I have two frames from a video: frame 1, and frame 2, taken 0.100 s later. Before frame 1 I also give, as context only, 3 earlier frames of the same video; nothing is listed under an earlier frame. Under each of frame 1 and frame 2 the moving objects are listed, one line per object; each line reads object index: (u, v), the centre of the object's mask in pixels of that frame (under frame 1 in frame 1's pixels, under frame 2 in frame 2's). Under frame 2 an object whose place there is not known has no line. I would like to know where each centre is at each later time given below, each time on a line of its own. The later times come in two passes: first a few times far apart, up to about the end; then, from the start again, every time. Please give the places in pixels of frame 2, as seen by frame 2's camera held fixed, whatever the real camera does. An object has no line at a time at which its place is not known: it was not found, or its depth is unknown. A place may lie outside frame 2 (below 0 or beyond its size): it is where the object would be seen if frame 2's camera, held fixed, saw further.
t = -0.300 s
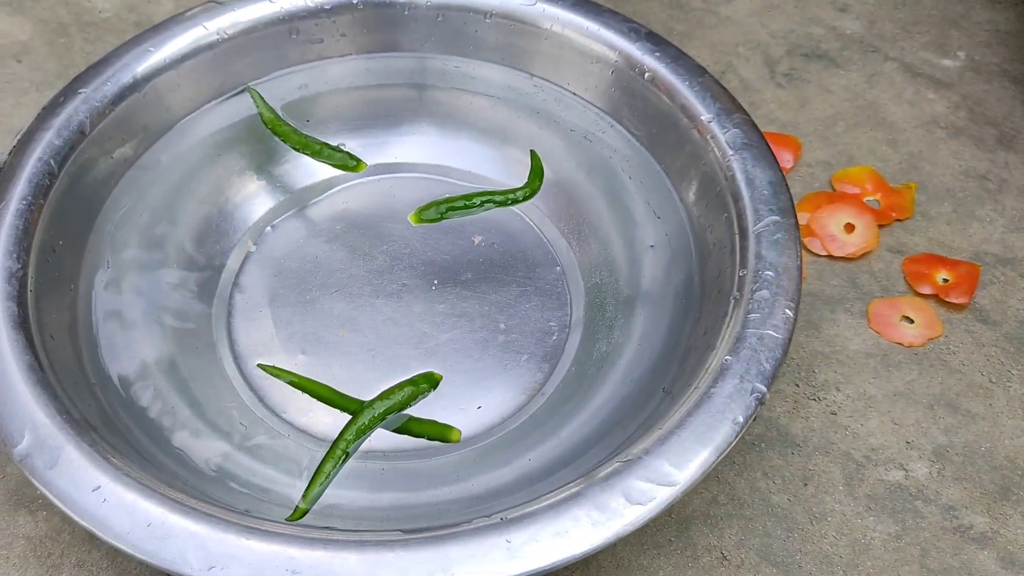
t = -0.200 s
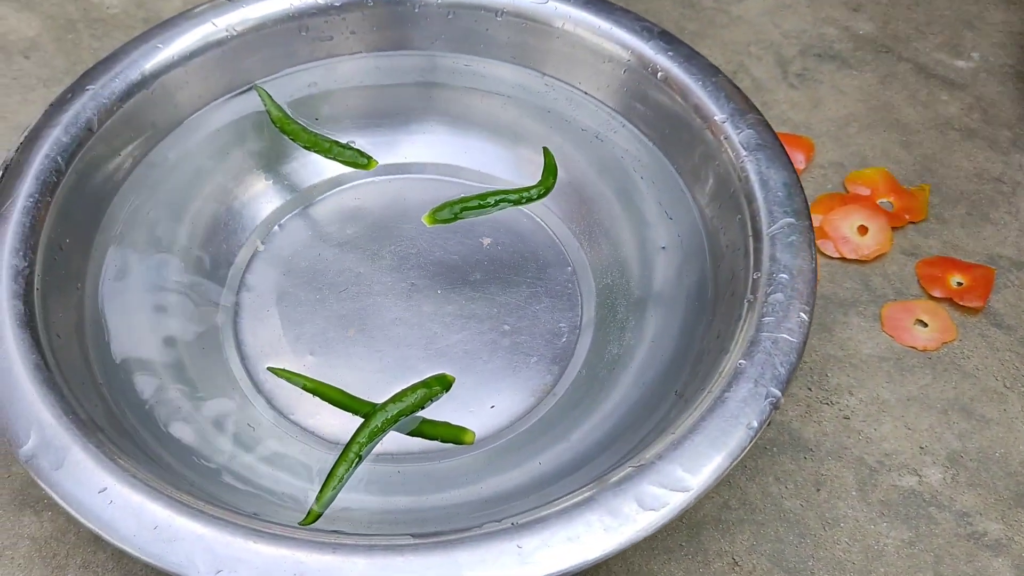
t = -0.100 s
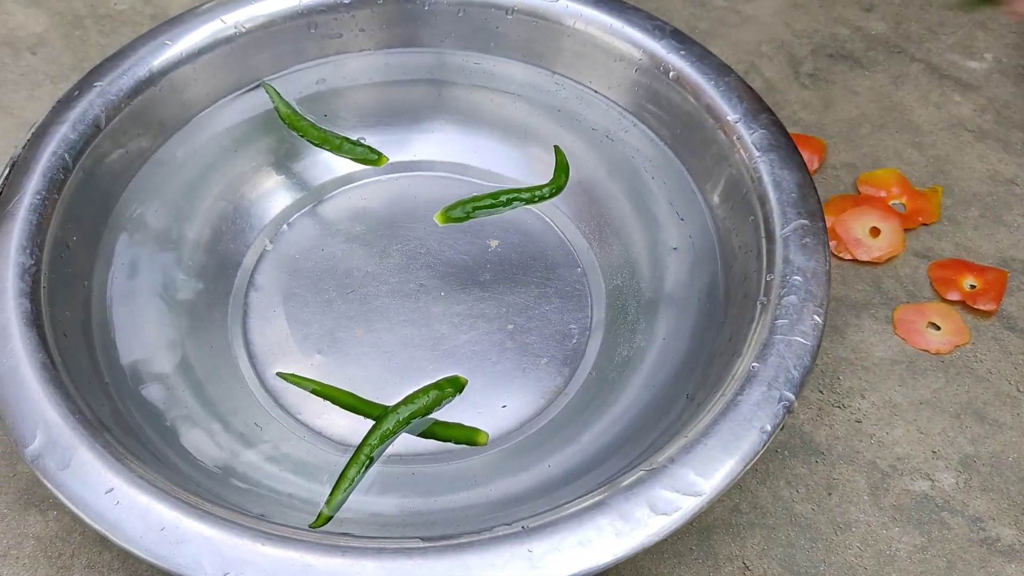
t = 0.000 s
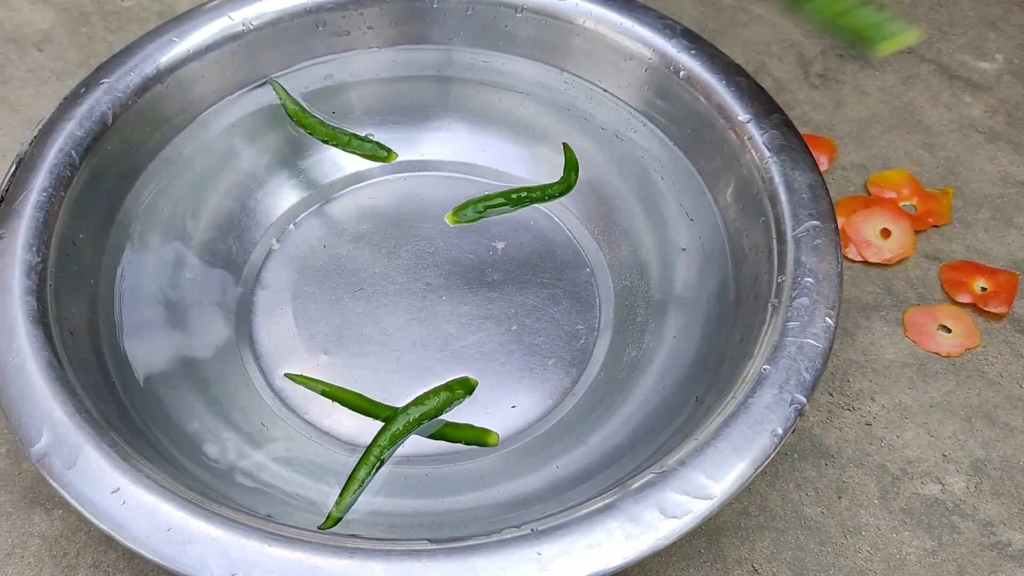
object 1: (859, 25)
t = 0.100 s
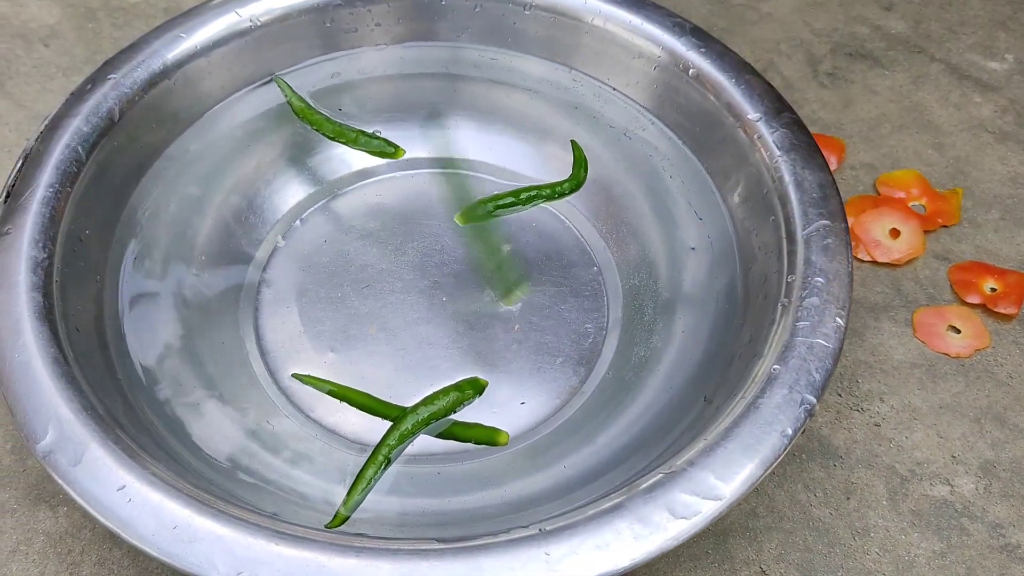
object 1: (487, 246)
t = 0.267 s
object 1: (372, 236)
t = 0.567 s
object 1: (324, 207)
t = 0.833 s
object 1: (289, 200)
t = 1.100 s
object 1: (276, 200)
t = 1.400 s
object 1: (274, 202)
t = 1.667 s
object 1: (269, 205)
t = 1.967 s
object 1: (270, 206)
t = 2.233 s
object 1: (269, 208)
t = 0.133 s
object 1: (422, 252)
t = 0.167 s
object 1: (395, 249)
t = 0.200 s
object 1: (380, 244)
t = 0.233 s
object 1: (377, 244)
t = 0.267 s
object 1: (372, 236)
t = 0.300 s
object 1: (362, 225)
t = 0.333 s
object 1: (359, 222)
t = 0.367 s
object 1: (356, 218)
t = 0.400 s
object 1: (350, 212)
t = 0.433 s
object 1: (348, 209)
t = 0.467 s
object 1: (339, 208)
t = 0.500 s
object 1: (331, 207)
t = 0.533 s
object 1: (327, 208)
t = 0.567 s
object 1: (324, 207)
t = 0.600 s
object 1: (319, 206)
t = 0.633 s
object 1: (316, 205)
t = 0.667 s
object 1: (311, 204)
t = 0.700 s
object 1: (305, 203)
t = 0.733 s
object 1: (301, 202)
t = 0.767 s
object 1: (296, 201)
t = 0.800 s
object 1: (293, 200)
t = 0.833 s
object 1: (289, 200)
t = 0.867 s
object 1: (285, 199)
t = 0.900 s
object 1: (281, 199)
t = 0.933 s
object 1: (276, 198)
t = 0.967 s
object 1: (273, 197)
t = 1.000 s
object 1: (274, 198)
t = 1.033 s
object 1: (275, 199)
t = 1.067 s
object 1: (275, 199)
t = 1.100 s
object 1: (276, 200)
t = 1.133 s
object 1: (276, 201)
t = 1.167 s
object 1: (275, 201)
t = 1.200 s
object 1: (275, 201)
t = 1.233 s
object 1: (275, 201)
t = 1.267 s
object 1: (274, 202)
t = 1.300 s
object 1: (274, 202)
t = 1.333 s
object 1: (274, 202)
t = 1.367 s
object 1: (274, 202)
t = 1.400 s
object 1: (274, 202)
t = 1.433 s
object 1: (274, 202)
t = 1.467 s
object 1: (273, 203)
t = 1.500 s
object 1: (272, 203)
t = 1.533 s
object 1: (271, 203)
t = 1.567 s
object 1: (271, 204)
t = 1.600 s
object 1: (271, 204)
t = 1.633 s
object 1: (270, 204)
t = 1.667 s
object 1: (269, 205)
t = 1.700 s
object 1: (269, 205)
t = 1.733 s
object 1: (268, 205)
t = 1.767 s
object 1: (269, 205)
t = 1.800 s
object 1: (270, 205)
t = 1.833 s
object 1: (270, 206)
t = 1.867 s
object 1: (271, 206)
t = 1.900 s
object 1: (271, 206)
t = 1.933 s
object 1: (270, 206)
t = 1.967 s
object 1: (270, 206)
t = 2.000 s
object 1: (271, 206)
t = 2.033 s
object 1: (270, 206)
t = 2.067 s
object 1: (270, 206)
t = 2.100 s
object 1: (270, 207)
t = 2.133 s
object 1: (269, 207)
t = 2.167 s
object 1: (268, 207)
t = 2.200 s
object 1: (269, 208)
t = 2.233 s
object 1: (269, 208)
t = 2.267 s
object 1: (270, 208)
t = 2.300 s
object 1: (271, 208)
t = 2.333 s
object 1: (271, 208)
